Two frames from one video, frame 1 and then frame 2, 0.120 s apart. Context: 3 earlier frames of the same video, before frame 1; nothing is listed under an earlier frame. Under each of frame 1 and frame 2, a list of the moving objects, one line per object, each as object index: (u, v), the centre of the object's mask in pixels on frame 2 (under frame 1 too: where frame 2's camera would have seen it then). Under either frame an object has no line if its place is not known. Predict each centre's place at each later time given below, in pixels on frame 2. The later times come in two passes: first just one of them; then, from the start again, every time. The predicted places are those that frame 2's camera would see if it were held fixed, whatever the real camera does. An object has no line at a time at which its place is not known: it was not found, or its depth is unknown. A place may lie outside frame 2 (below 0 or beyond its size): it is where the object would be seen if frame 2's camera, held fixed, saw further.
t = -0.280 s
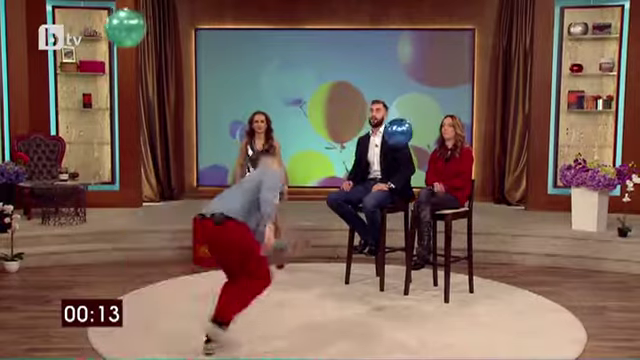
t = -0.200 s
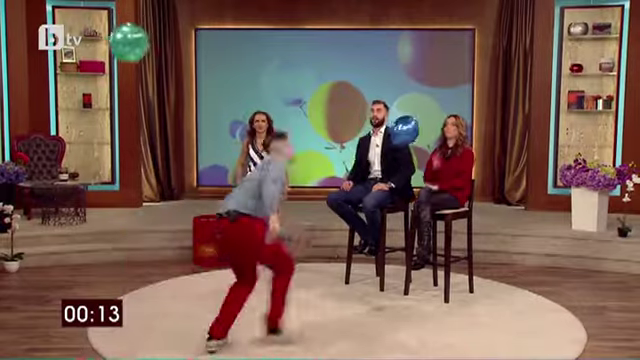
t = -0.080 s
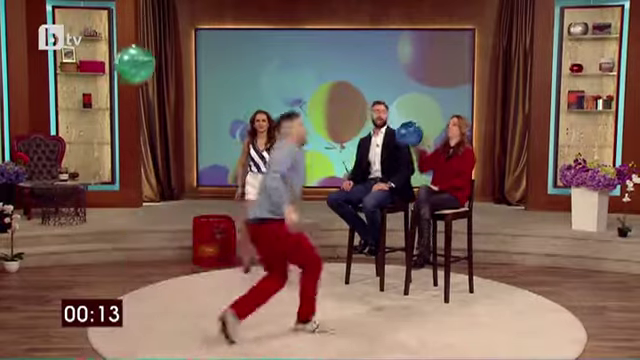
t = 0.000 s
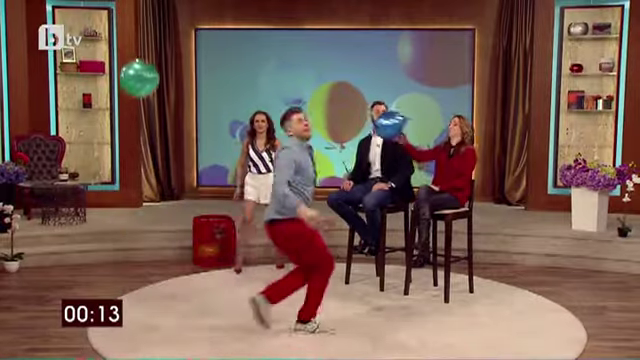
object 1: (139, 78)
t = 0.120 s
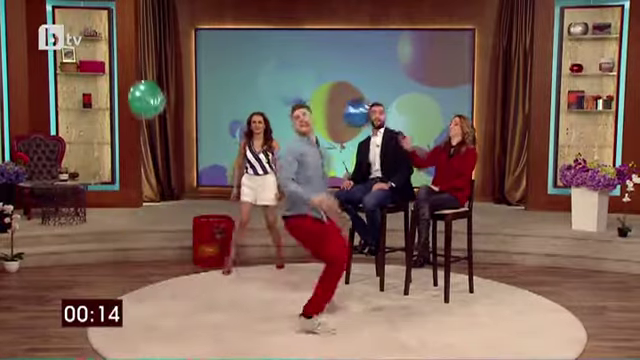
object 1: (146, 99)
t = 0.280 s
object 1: (154, 132)
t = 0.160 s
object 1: (148, 106)
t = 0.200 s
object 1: (150, 114)
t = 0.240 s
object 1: (152, 122)
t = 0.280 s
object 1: (154, 132)
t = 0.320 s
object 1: (155, 141)
